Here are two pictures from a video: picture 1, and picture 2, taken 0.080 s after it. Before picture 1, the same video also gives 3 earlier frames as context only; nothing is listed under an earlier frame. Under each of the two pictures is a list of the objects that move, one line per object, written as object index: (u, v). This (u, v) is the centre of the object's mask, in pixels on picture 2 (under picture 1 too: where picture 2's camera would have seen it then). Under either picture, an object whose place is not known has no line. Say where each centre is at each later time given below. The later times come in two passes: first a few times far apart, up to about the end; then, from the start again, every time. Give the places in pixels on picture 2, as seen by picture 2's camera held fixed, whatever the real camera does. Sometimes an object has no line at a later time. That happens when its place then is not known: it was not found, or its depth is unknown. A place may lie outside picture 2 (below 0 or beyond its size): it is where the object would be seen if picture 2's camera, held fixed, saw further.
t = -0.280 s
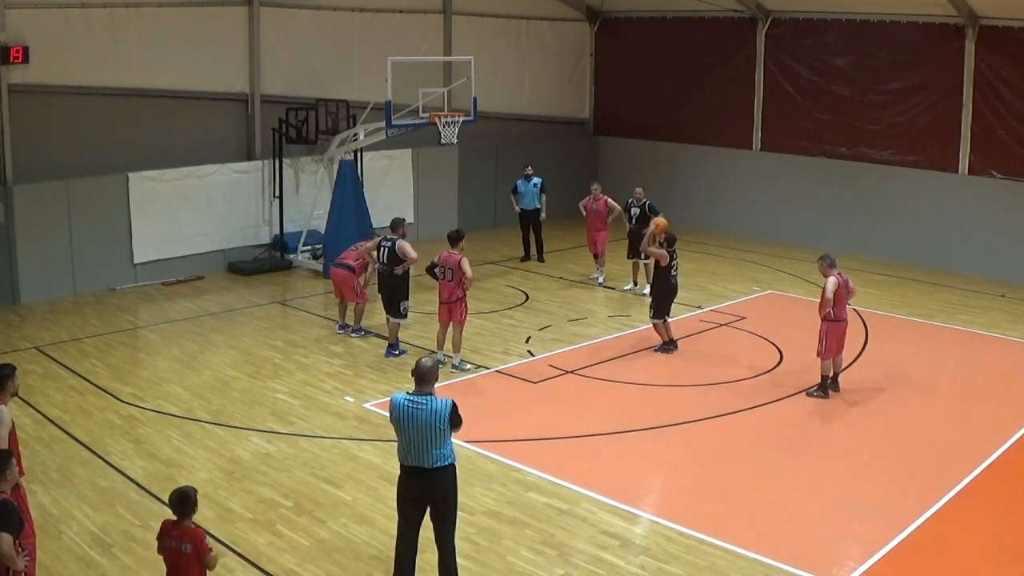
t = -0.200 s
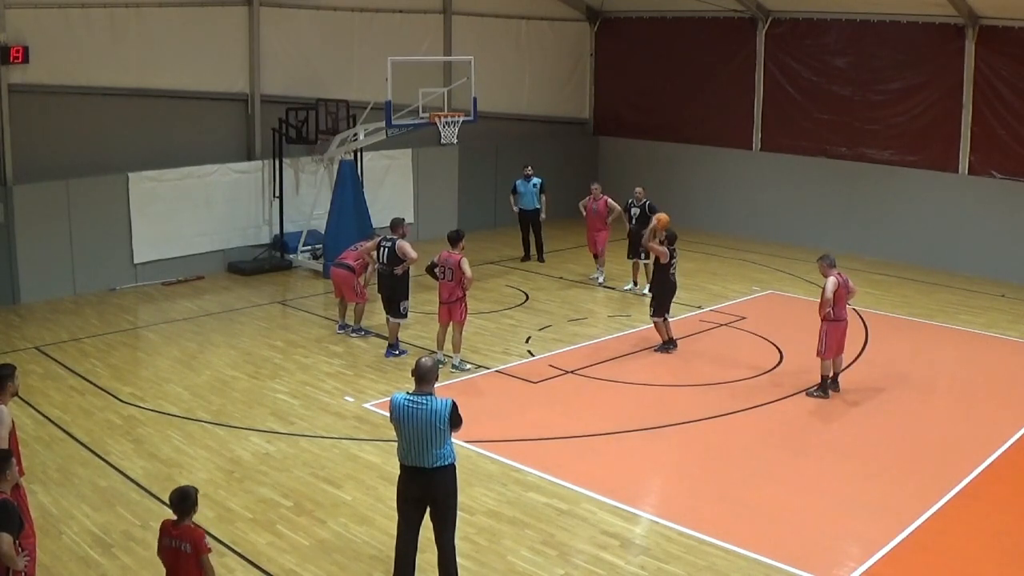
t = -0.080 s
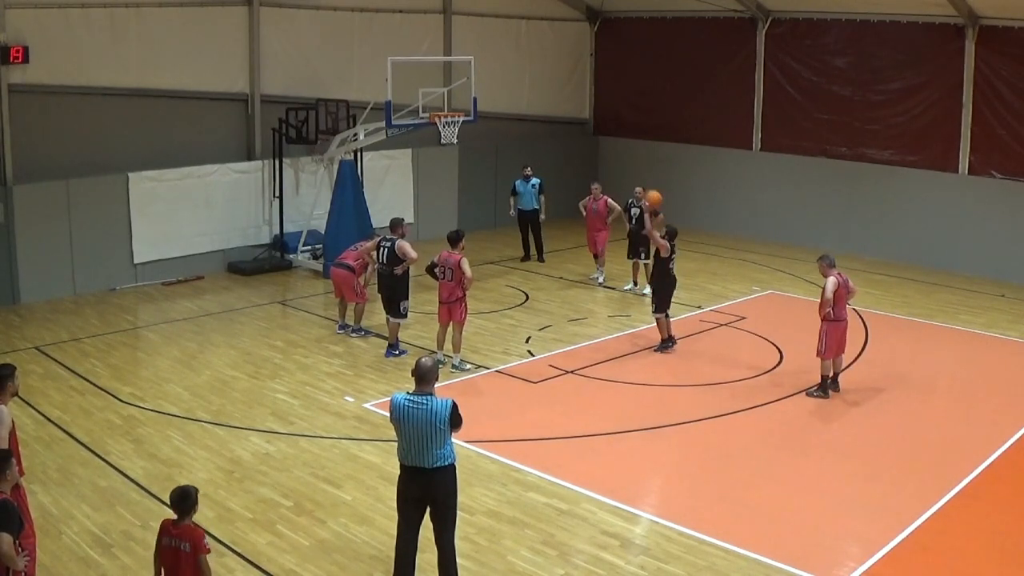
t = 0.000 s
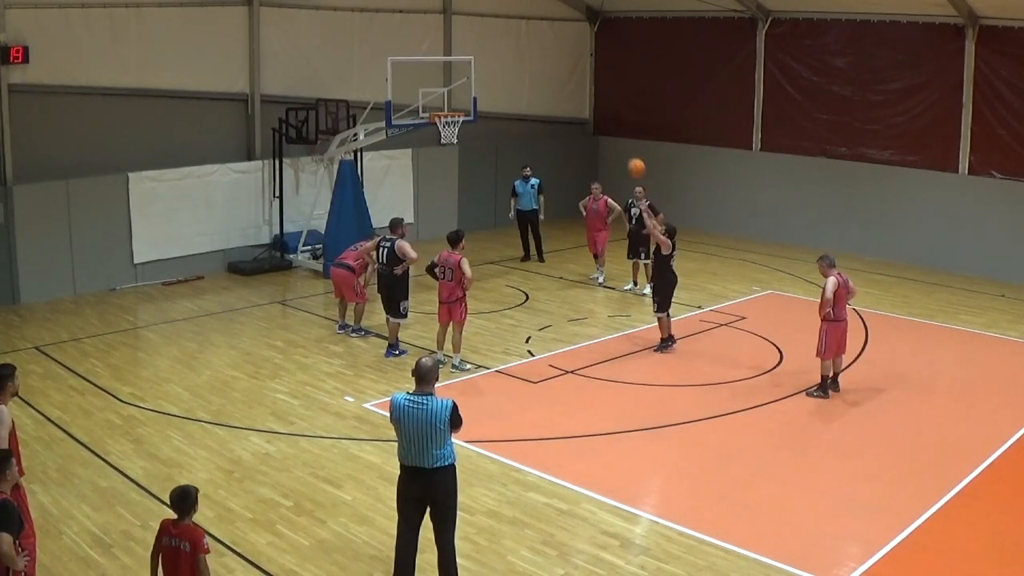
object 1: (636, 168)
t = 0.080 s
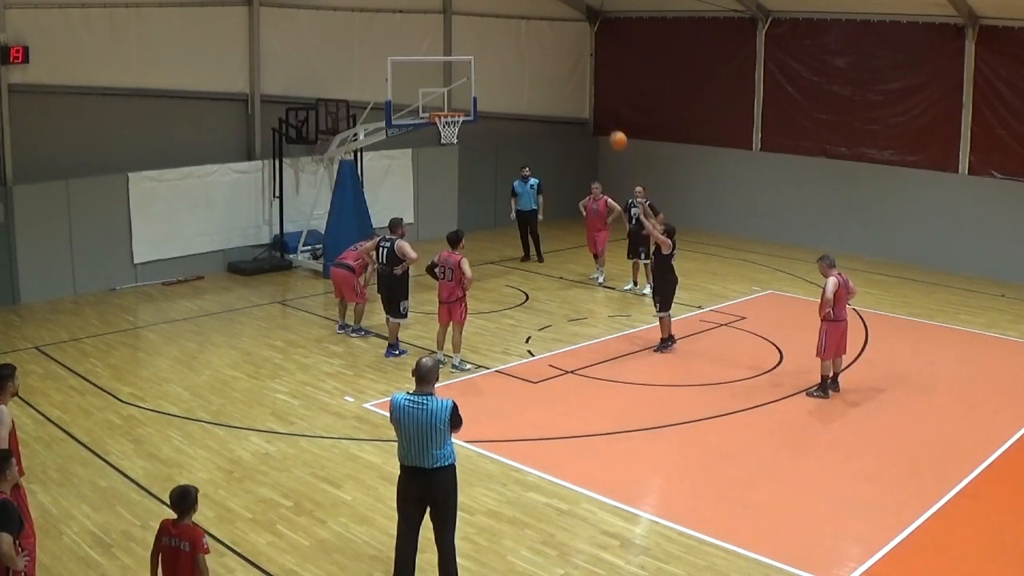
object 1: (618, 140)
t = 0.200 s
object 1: (592, 108)
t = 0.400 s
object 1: (551, 79)
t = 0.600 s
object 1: (512, 77)
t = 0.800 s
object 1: (476, 100)
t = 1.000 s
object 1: (488, 95)
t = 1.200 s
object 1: (513, 98)
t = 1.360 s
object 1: (532, 117)
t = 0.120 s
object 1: (609, 128)
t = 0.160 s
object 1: (601, 118)
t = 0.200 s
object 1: (592, 108)
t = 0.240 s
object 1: (584, 99)
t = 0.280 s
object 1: (575, 93)
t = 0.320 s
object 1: (567, 87)
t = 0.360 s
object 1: (559, 82)
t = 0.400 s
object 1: (551, 79)
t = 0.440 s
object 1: (548, 76)
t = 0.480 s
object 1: (535, 75)
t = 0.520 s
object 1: (527, 75)
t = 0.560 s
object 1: (519, 75)
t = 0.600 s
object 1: (512, 77)
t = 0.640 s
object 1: (504, 79)
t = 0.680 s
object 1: (497, 83)
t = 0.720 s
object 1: (489, 87)
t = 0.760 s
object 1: (483, 93)
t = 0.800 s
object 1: (476, 100)
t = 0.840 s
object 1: (468, 107)
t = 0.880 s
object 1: (471, 105)
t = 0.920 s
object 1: (477, 100)
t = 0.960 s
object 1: (483, 97)
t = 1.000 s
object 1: (488, 95)
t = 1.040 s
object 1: (493, 94)
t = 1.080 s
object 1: (497, 93)
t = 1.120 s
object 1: (502, 94)
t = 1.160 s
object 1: (508, 95)
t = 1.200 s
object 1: (513, 98)
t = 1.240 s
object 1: (518, 101)
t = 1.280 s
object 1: (523, 106)
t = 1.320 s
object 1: (528, 110)
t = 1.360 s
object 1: (532, 117)
